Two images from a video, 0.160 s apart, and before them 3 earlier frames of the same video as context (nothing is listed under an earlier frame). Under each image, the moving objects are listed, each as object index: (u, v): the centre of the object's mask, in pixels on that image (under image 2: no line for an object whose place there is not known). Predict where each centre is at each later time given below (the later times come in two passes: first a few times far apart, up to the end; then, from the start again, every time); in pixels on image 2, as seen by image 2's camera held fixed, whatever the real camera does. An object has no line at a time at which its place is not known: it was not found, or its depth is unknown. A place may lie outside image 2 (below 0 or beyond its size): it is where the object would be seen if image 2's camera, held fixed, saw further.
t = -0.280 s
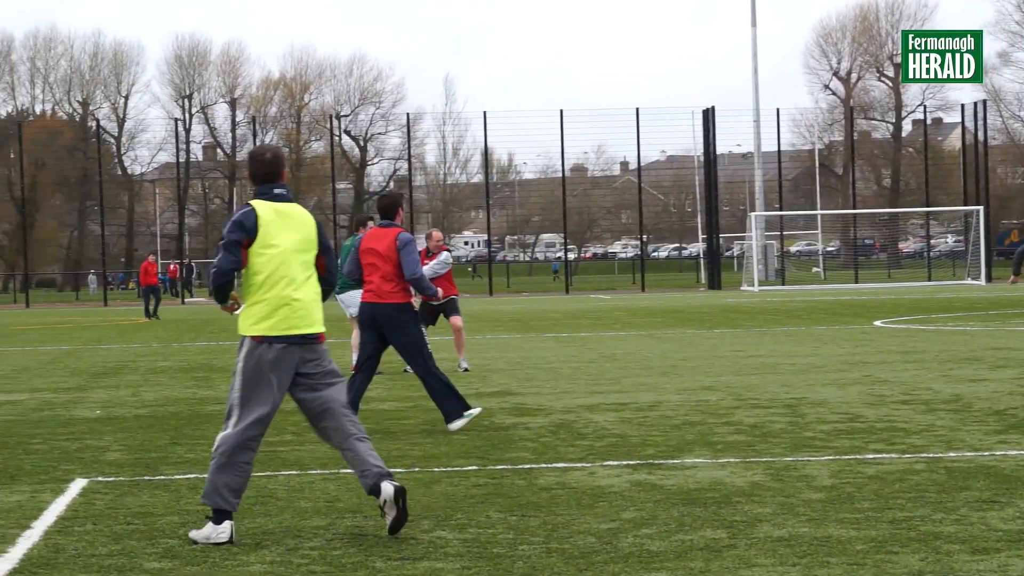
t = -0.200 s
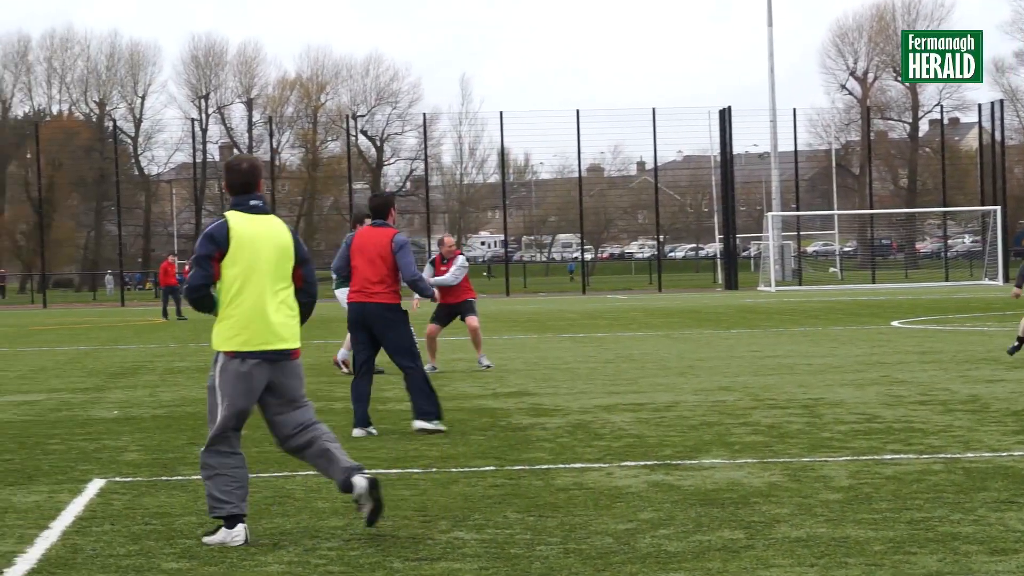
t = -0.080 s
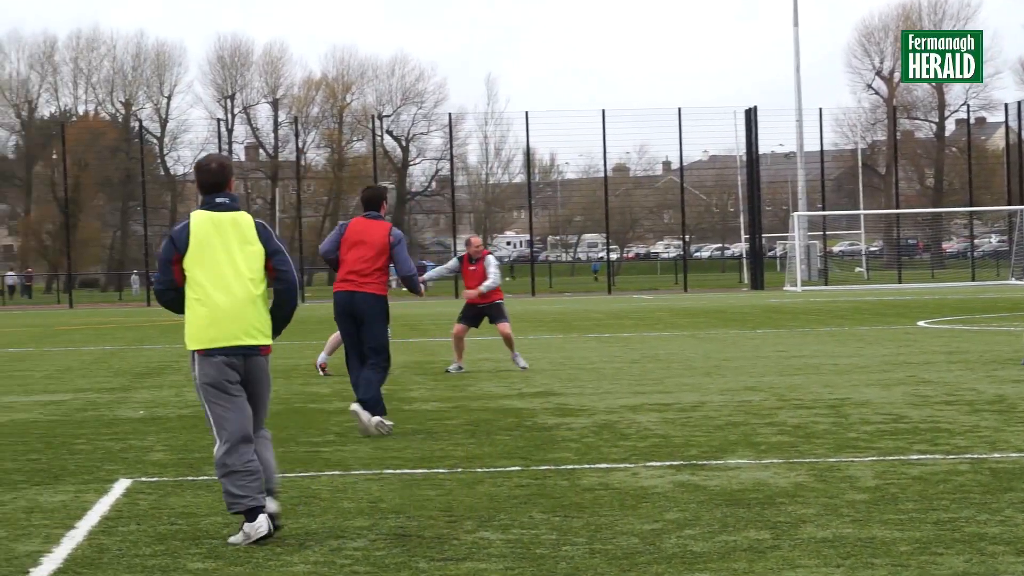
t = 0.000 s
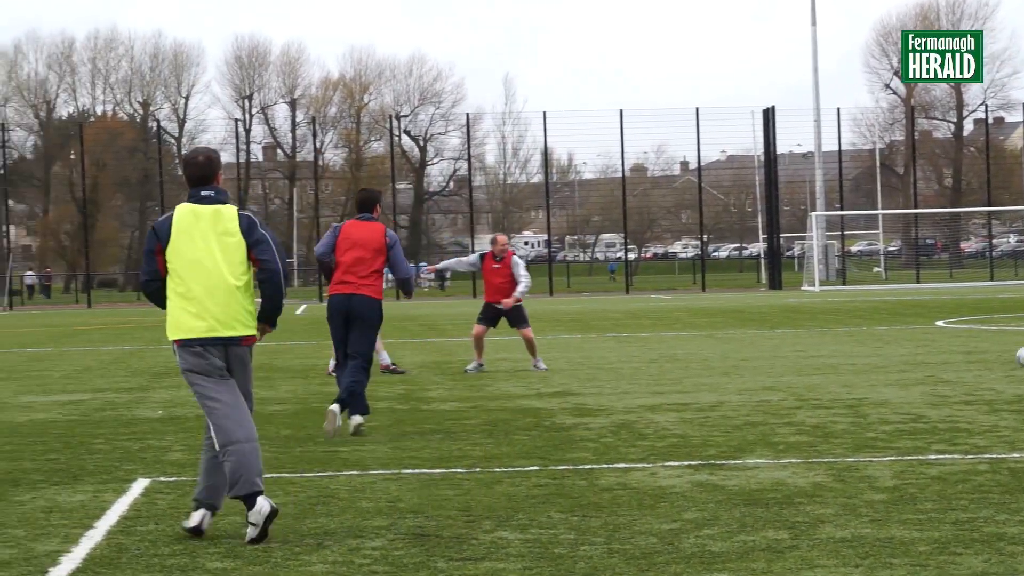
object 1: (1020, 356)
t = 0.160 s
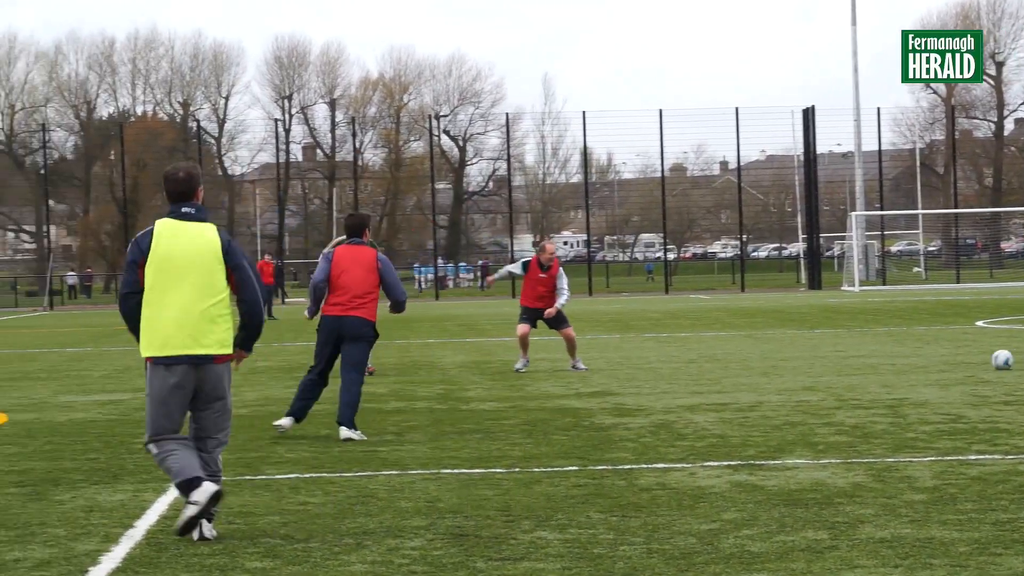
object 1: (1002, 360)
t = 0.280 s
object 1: (953, 361)
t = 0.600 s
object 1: (831, 366)
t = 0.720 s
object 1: (787, 368)
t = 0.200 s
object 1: (986, 360)
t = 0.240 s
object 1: (969, 361)
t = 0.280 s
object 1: (953, 361)
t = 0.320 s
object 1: (938, 362)
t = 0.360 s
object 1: (922, 363)
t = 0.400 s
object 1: (906, 363)
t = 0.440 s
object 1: (891, 363)
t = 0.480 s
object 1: (876, 364)
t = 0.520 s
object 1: (861, 364)
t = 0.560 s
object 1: (845, 365)
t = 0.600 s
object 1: (831, 366)
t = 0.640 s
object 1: (816, 366)
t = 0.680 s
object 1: (801, 367)
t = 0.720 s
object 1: (787, 368)
